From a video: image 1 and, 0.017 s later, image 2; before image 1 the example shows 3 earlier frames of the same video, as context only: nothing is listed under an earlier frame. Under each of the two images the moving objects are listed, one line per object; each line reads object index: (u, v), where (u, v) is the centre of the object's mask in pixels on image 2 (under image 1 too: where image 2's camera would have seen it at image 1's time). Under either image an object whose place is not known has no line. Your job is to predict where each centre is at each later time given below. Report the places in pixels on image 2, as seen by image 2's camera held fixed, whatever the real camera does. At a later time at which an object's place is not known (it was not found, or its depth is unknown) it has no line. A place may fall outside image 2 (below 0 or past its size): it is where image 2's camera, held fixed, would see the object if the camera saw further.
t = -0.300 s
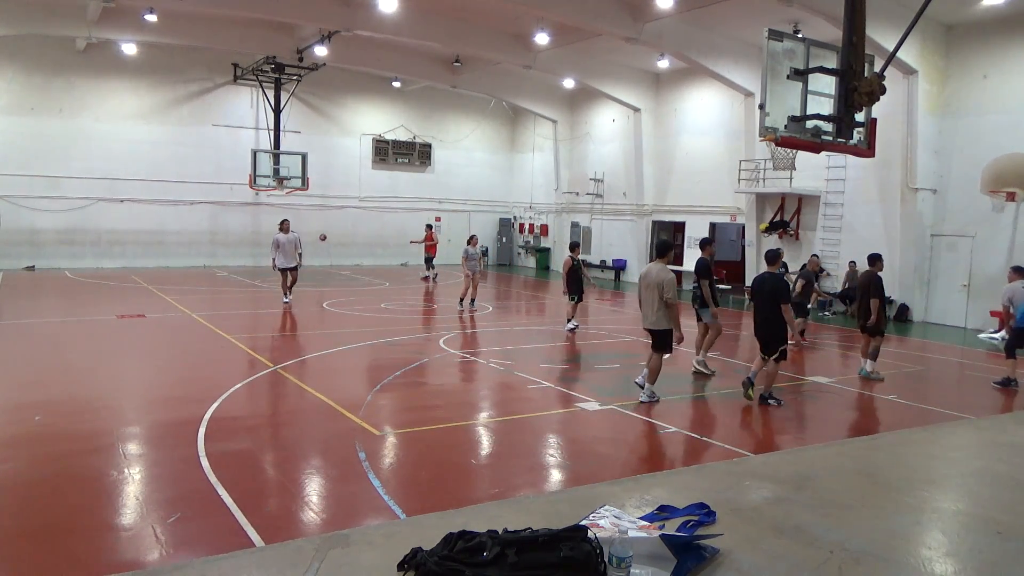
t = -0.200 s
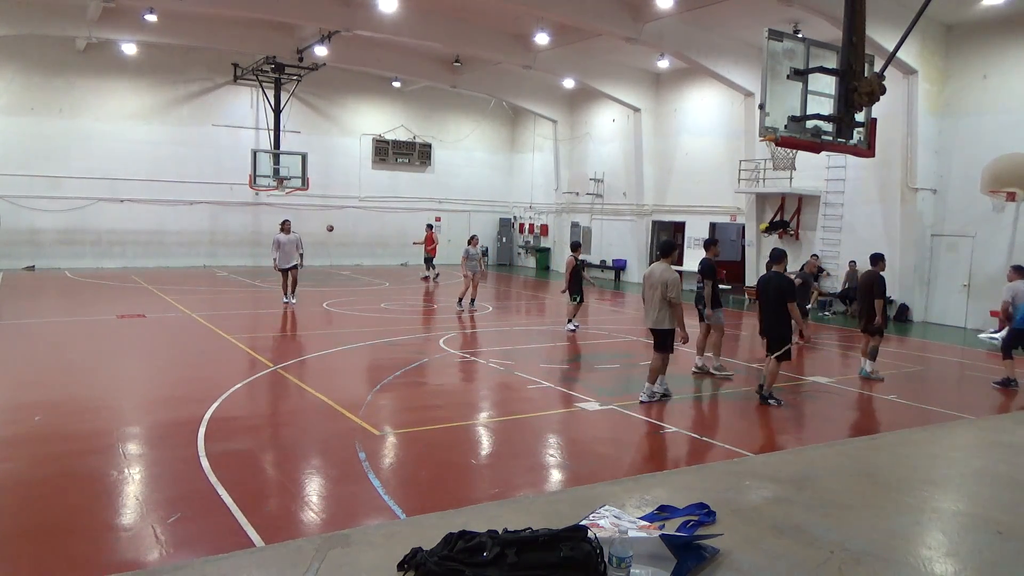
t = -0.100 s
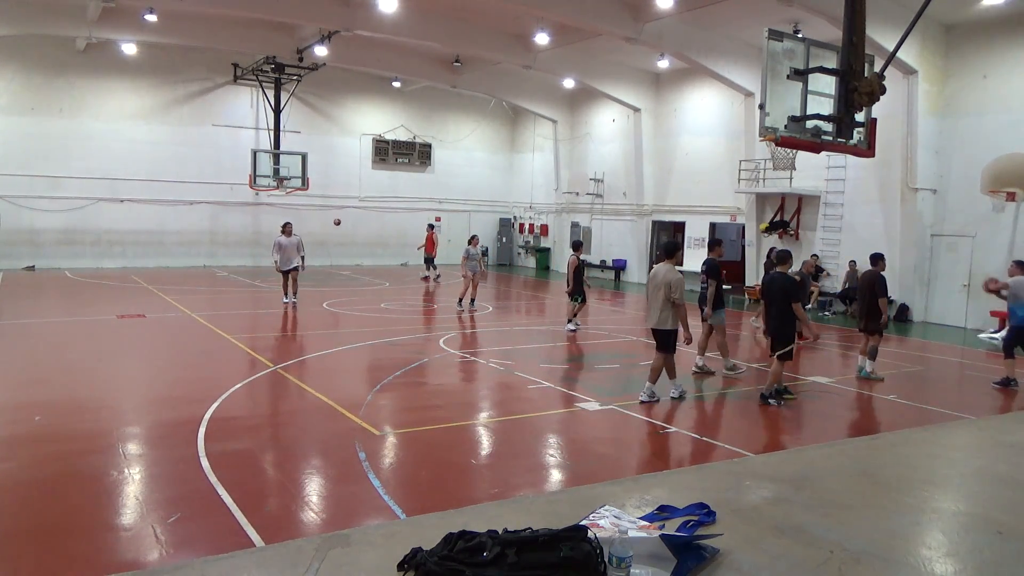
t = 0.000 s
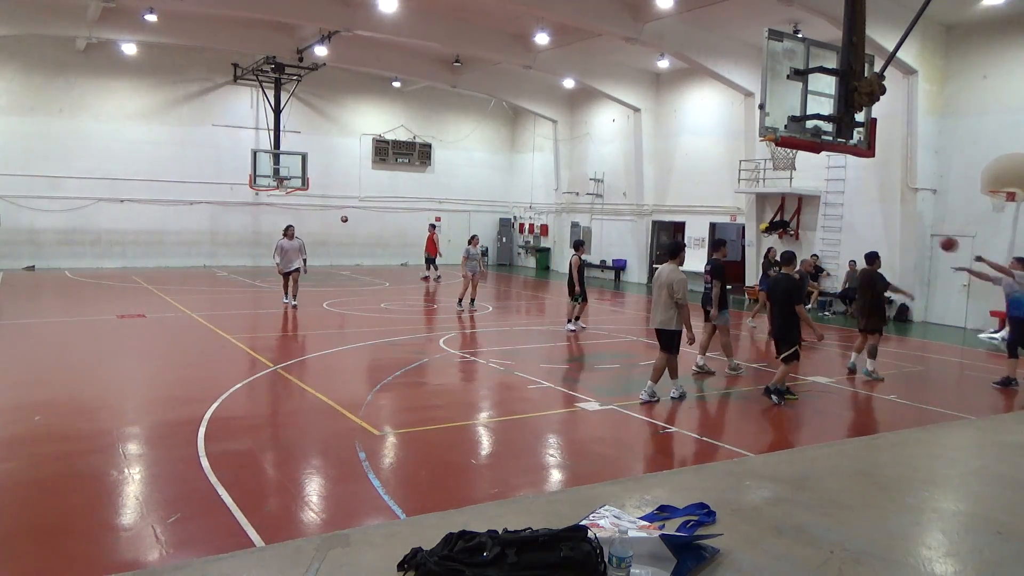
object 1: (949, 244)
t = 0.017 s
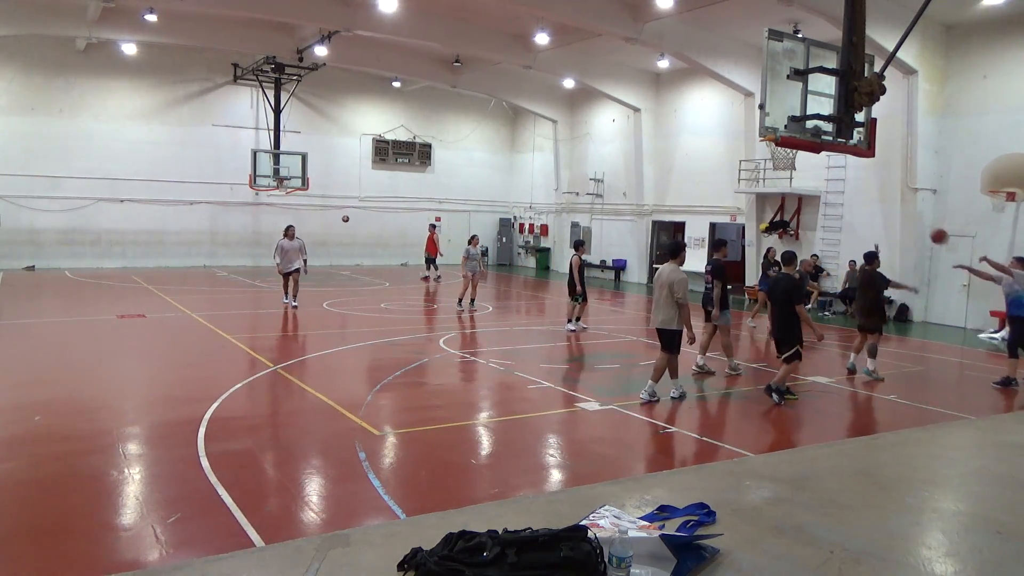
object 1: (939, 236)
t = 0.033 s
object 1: (929, 228)
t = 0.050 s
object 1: (920, 221)
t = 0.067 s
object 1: (911, 214)
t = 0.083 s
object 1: (900, 207)
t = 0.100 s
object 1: (891, 200)
